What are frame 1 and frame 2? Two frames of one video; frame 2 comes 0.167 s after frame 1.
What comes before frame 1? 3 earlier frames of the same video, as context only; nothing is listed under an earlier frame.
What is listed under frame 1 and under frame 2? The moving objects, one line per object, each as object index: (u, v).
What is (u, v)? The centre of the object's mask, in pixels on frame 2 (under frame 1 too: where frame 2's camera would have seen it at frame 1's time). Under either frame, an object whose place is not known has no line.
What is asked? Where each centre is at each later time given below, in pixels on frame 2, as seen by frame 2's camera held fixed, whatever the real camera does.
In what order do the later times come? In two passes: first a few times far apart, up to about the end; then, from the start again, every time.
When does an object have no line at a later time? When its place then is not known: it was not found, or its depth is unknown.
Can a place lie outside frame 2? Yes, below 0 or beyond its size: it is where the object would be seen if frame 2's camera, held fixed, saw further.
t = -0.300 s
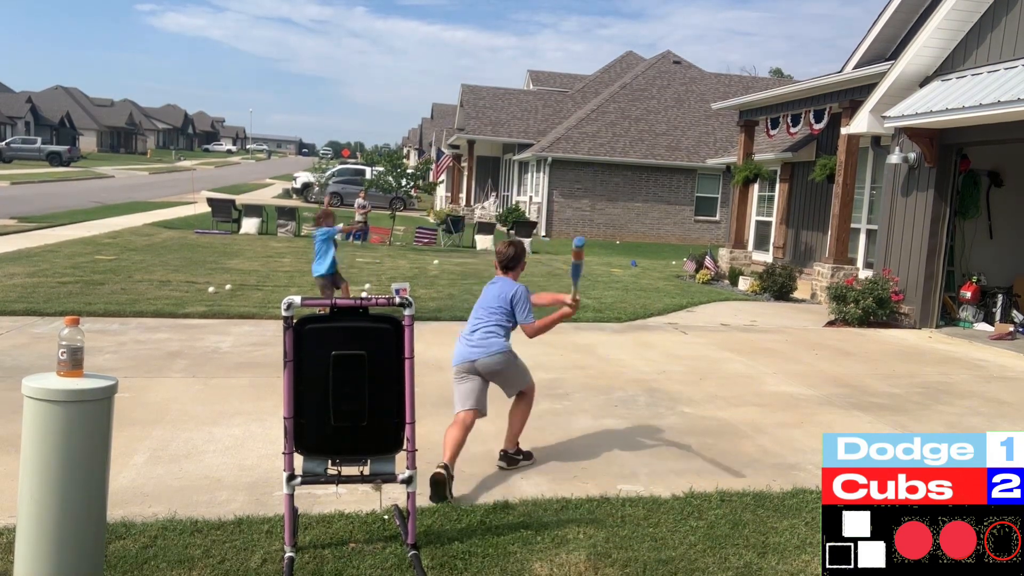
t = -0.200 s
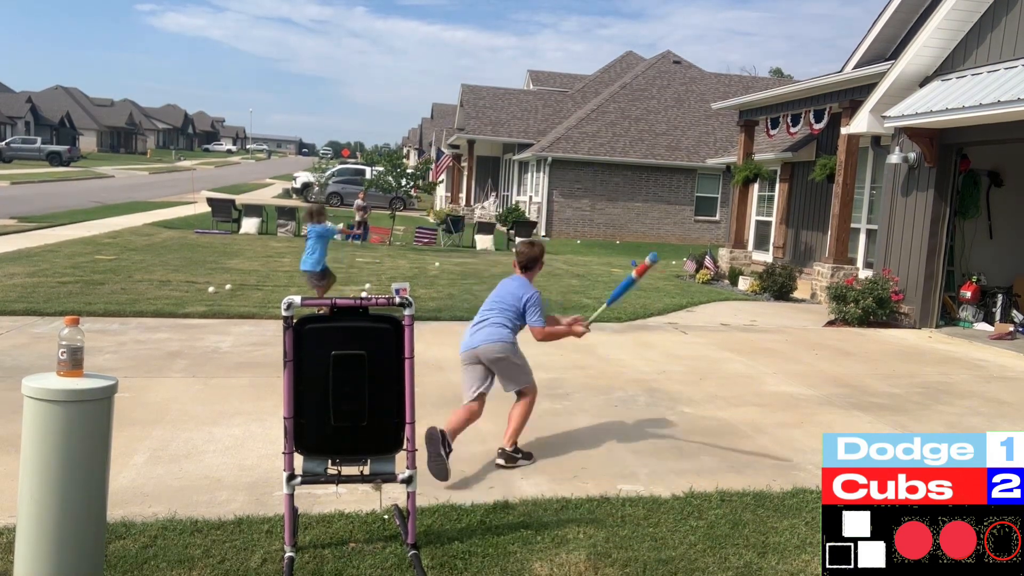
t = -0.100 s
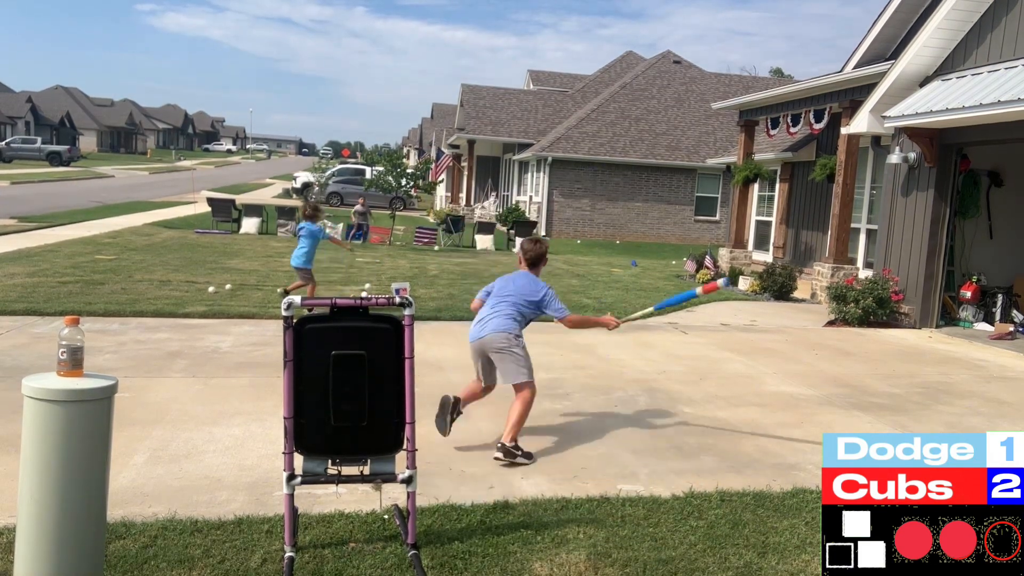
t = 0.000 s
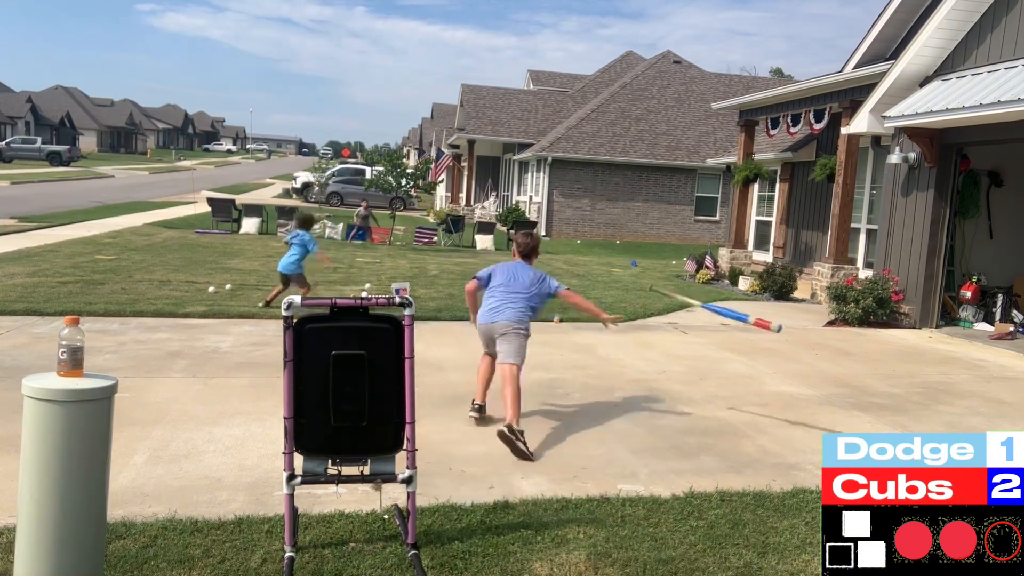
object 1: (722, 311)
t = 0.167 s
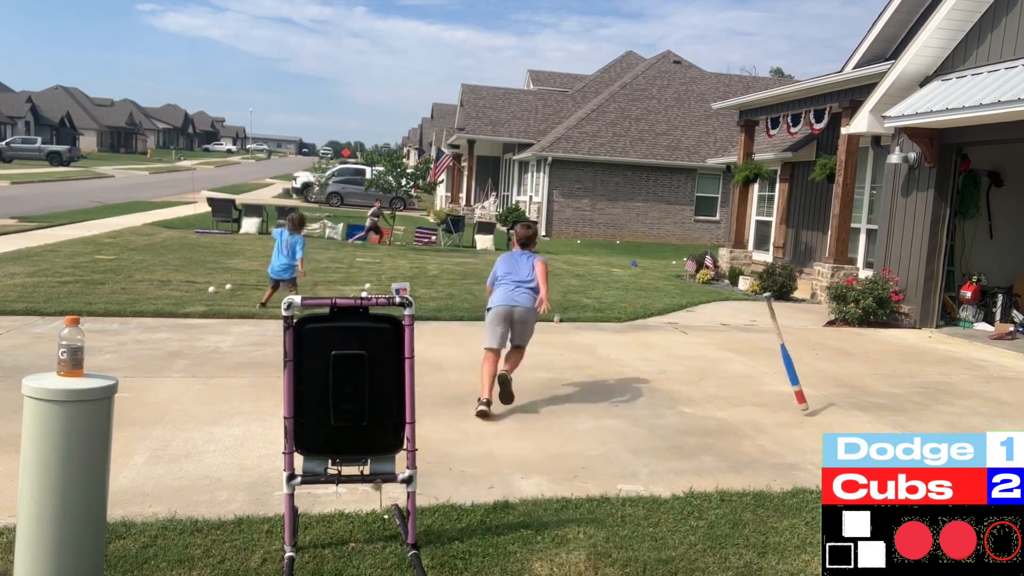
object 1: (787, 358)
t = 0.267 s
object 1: (807, 313)
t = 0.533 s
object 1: (836, 269)
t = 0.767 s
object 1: (847, 308)
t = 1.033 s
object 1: (847, 363)
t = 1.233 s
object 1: (847, 363)
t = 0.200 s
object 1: (795, 346)
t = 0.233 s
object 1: (801, 328)
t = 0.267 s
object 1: (807, 313)
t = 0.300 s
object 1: (813, 298)
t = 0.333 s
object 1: (815, 297)
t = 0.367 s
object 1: (821, 283)
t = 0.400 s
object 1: (824, 279)
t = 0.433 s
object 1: (828, 273)
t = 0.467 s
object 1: (832, 270)
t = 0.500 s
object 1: (834, 268)
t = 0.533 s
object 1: (836, 269)
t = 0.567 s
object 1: (837, 271)
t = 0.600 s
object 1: (841, 273)
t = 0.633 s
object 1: (841, 278)
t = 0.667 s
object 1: (829, 287)
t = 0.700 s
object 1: (838, 291)
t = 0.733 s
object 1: (844, 299)
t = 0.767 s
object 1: (847, 308)
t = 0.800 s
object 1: (847, 319)
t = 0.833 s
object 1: (845, 329)
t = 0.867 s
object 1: (846, 341)
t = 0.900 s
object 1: (847, 351)
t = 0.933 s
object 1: (846, 355)
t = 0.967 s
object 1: (845, 361)
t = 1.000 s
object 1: (845, 362)
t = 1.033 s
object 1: (847, 363)
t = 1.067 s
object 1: (847, 363)
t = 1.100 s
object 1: (847, 362)
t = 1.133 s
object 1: (847, 362)
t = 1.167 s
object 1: (847, 361)
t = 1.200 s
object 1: (847, 362)
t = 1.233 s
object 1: (847, 363)
